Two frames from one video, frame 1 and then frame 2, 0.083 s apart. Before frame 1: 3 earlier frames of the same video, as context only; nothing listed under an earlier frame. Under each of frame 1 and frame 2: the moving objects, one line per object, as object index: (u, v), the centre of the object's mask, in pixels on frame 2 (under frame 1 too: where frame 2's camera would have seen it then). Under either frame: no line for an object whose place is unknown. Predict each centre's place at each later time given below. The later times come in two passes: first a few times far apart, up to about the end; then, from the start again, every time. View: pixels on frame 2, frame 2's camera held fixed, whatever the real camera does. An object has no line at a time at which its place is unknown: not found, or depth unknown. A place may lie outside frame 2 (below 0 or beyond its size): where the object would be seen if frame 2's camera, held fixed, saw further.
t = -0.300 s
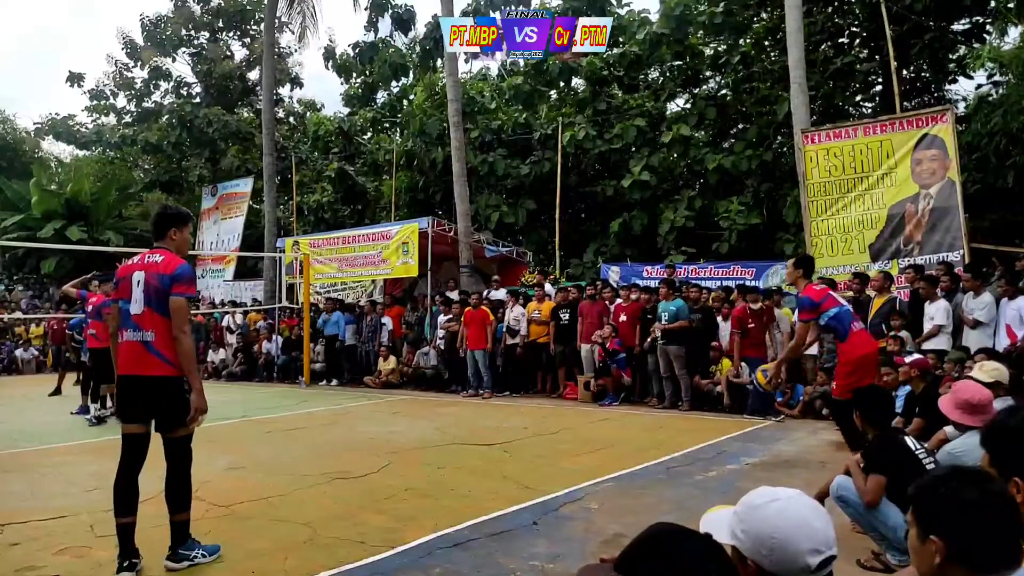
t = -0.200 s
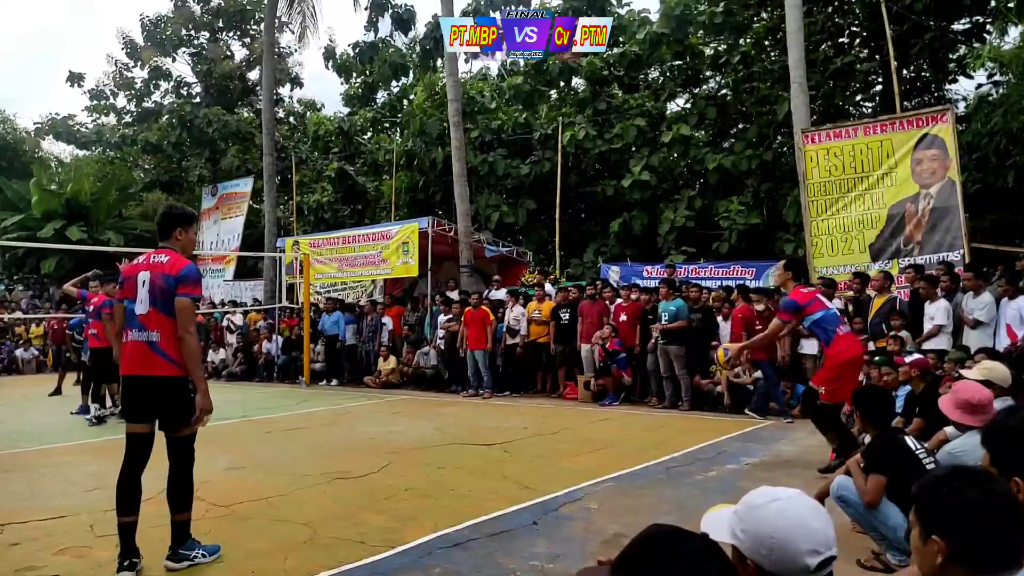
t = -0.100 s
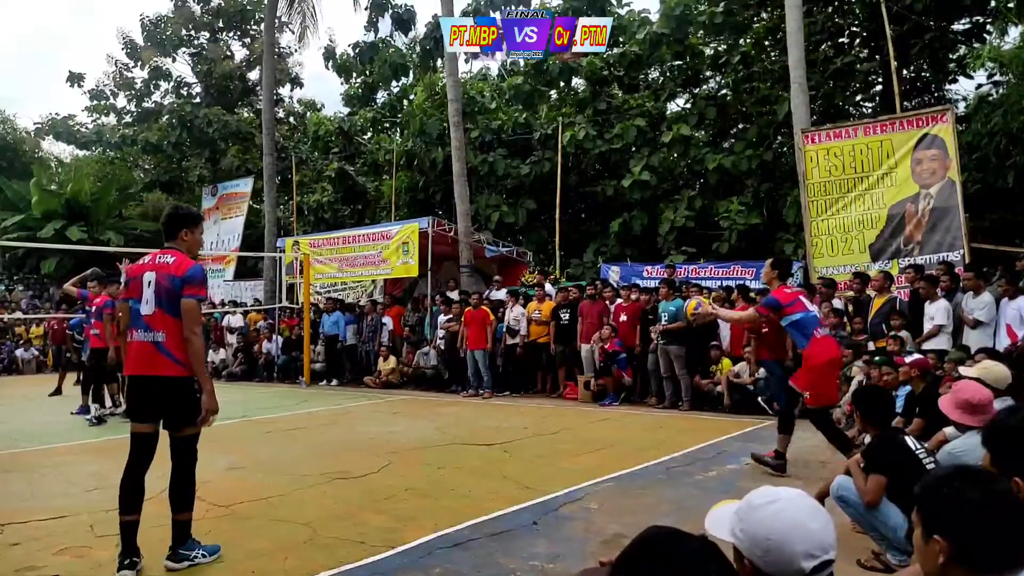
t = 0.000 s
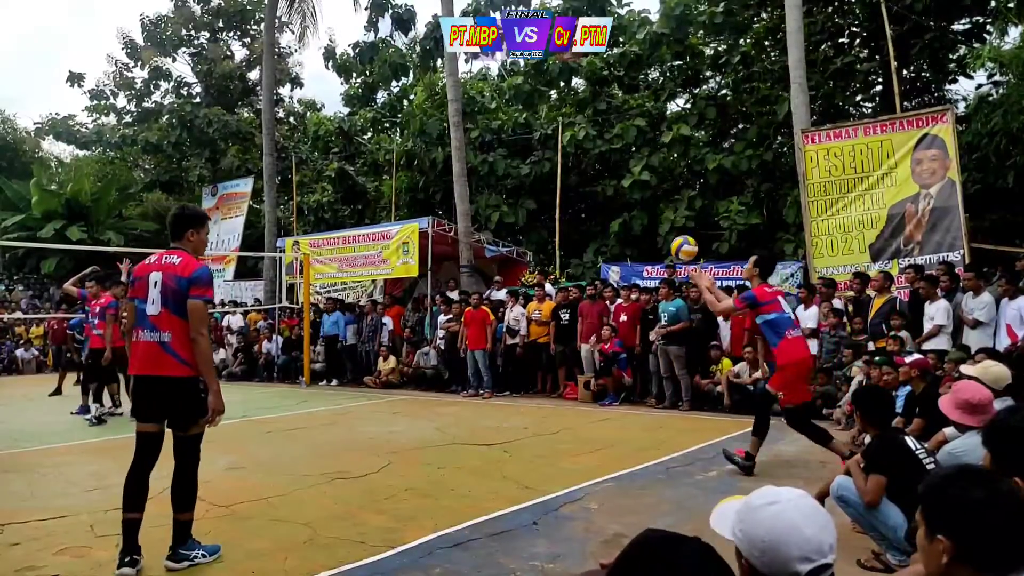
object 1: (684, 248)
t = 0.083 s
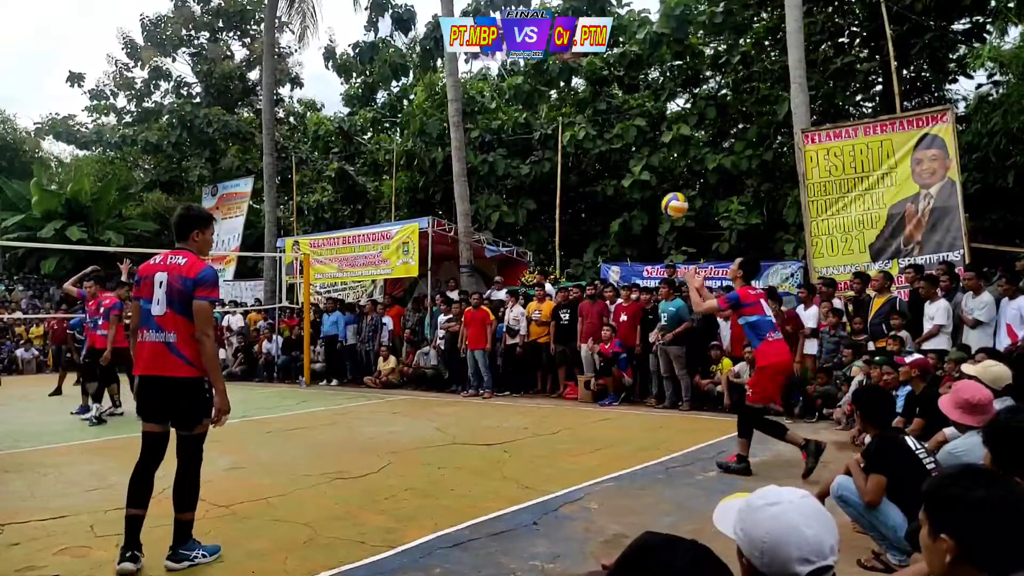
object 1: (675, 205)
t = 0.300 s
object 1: (652, 132)
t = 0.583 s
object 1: (623, 118)
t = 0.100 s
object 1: (673, 197)
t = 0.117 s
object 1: (671, 190)
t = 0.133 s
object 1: (669, 183)
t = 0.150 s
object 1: (667, 177)
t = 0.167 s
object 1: (666, 170)
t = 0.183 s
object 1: (664, 164)
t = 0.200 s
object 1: (662, 159)
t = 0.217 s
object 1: (661, 153)
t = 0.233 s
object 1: (659, 148)
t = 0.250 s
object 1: (657, 144)
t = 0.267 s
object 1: (655, 139)
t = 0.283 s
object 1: (653, 135)
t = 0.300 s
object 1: (652, 132)
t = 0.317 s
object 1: (650, 128)
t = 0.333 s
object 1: (649, 125)
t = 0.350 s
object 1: (647, 123)
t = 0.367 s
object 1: (646, 121)
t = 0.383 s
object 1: (644, 118)
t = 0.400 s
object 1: (642, 117)
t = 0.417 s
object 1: (640, 115)
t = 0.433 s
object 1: (638, 114)
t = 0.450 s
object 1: (636, 113)
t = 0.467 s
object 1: (634, 112)
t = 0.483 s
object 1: (632, 112)
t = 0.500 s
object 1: (631, 112)
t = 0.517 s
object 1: (629, 113)
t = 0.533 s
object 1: (627, 114)
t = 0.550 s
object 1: (626, 115)
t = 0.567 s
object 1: (625, 117)
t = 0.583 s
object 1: (623, 118)
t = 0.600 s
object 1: (622, 120)
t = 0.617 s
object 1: (620, 122)
